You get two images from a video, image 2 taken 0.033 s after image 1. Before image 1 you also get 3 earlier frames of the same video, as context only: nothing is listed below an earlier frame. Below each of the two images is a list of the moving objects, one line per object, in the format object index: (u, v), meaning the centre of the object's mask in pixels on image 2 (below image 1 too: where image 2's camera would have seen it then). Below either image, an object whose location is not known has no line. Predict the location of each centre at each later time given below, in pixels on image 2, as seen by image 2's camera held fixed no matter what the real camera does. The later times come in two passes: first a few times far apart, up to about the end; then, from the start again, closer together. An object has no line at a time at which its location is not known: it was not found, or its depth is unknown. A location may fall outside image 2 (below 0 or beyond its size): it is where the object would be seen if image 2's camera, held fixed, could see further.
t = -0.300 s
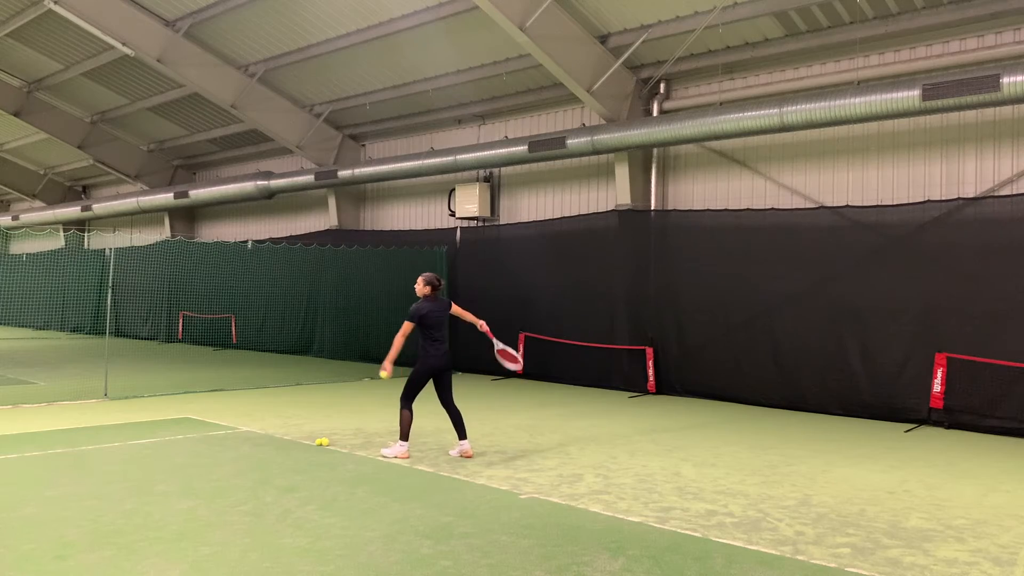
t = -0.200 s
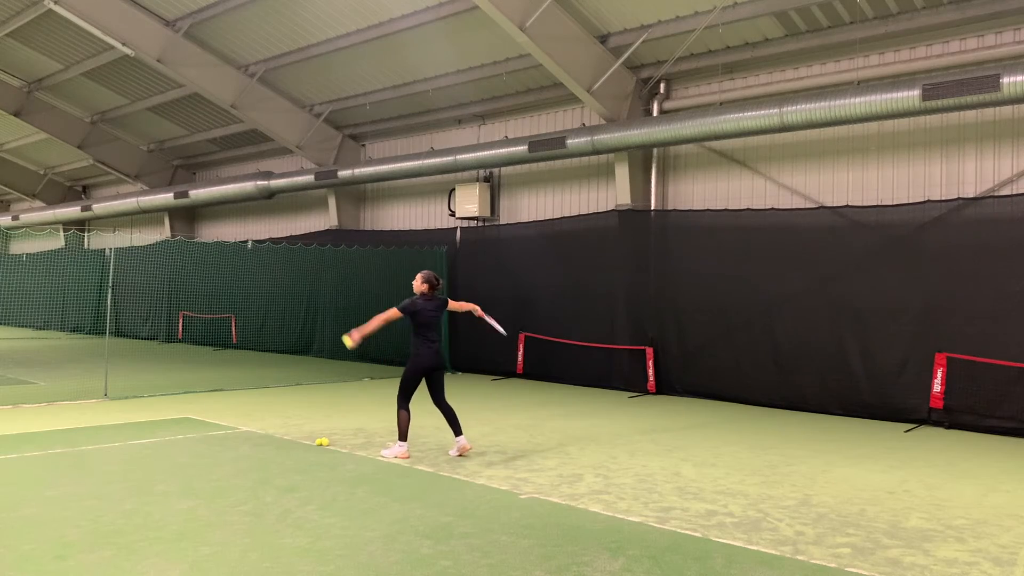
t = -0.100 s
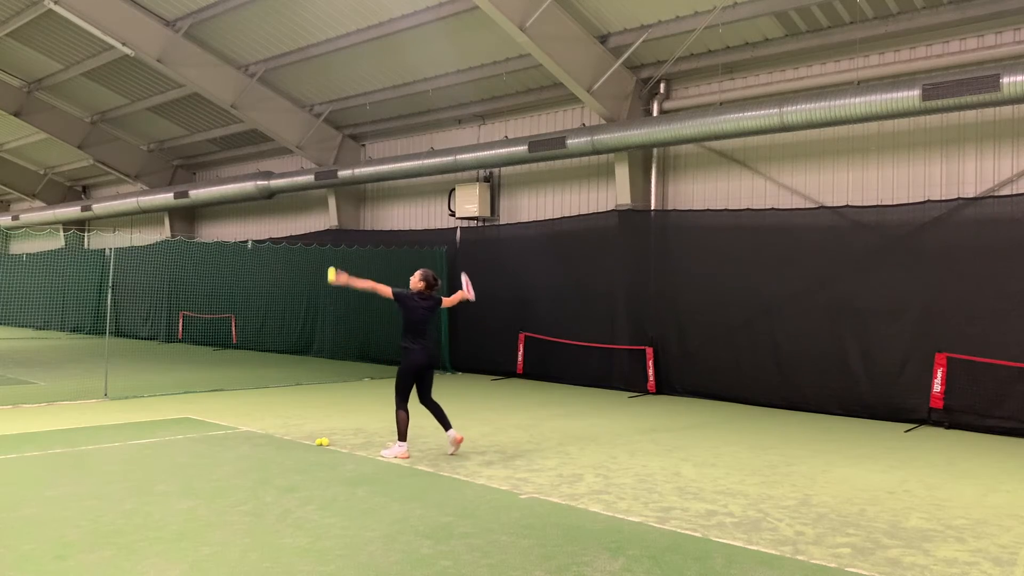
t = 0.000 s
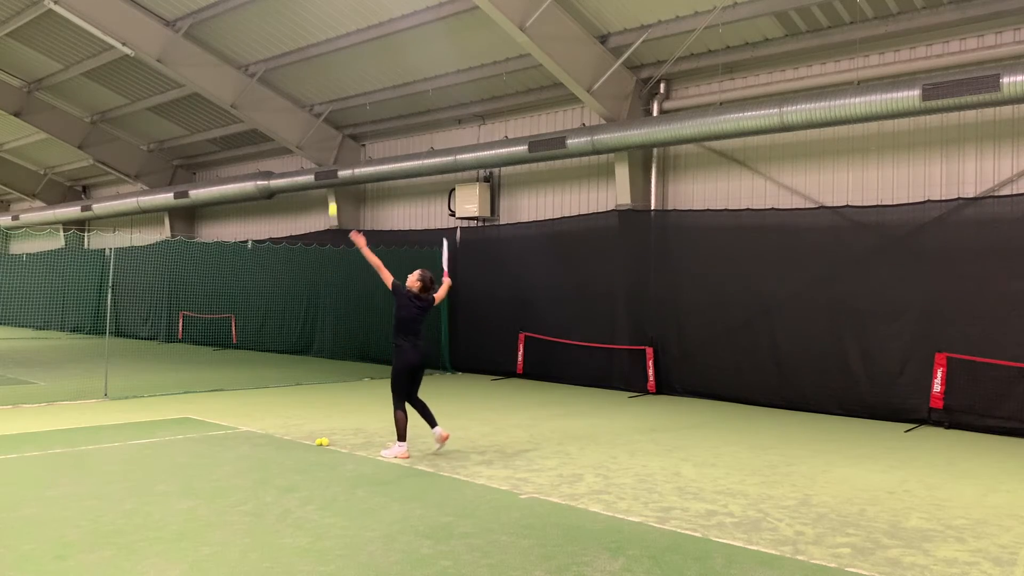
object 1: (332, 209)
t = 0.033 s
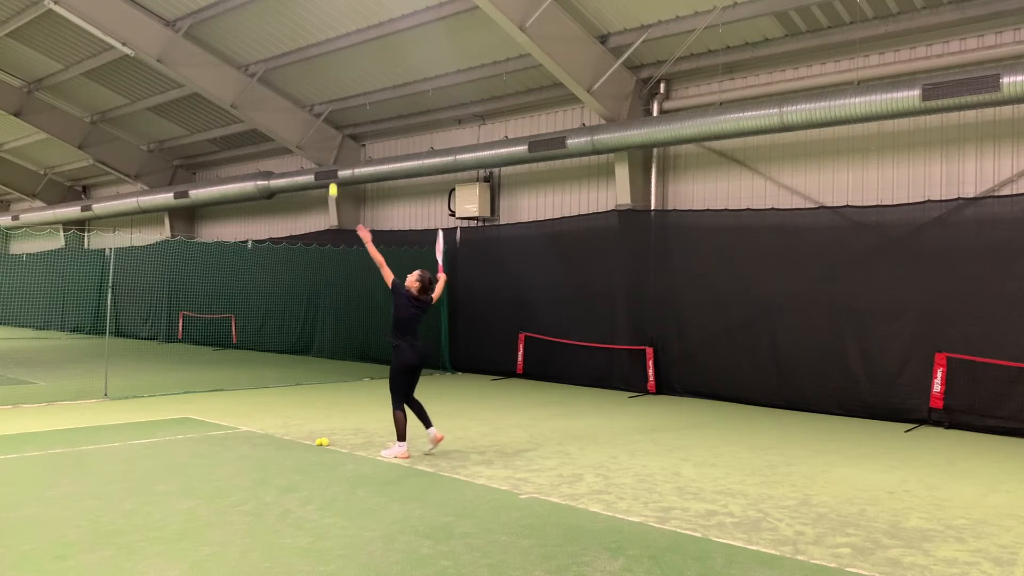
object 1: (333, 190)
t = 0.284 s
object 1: (334, 86)
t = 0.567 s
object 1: (334, 53)
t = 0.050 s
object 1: (333, 181)
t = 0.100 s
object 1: (333, 156)
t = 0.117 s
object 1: (333, 148)
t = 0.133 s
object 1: (333, 140)
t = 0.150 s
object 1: (334, 133)
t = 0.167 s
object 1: (333, 126)
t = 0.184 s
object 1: (334, 120)
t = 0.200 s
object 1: (333, 113)
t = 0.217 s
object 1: (333, 107)
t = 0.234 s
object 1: (334, 102)
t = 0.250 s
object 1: (334, 96)
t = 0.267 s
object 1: (334, 91)
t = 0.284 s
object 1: (334, 86)
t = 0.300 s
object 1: (334, 82)
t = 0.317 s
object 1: (334, 78)
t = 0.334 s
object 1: (334, 74)
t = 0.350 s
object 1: (334, 70)
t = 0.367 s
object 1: (334, 67)
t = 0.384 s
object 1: (334, 64)
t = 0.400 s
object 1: (334, 62)
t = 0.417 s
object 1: (334, 59)
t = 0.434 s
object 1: (334, 57)
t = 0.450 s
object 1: (334, 56)
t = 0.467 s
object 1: (334, 54)
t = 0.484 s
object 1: (334, 53)
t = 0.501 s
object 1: (334, 53)
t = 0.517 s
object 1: (334, 52)
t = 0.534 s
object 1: (334, 52)
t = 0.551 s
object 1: (334, 52)
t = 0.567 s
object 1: (334, 53)
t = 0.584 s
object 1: (334, 54)
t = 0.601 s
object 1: (334, 55)
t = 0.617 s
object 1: (334, 56)
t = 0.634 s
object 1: (334, 58)
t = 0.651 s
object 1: (334, 60)
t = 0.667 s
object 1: (334, 62)
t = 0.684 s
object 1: (334, 65)
